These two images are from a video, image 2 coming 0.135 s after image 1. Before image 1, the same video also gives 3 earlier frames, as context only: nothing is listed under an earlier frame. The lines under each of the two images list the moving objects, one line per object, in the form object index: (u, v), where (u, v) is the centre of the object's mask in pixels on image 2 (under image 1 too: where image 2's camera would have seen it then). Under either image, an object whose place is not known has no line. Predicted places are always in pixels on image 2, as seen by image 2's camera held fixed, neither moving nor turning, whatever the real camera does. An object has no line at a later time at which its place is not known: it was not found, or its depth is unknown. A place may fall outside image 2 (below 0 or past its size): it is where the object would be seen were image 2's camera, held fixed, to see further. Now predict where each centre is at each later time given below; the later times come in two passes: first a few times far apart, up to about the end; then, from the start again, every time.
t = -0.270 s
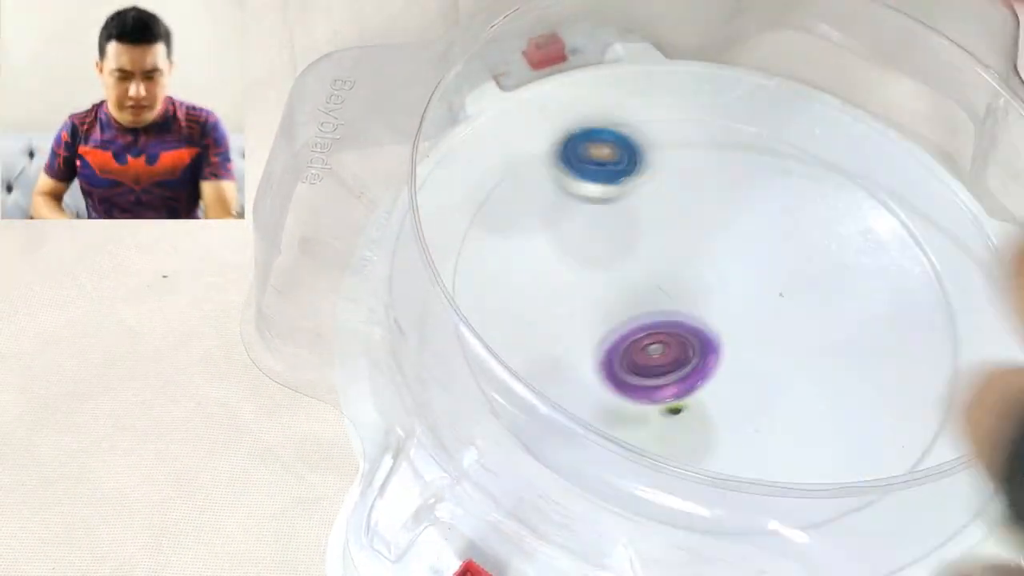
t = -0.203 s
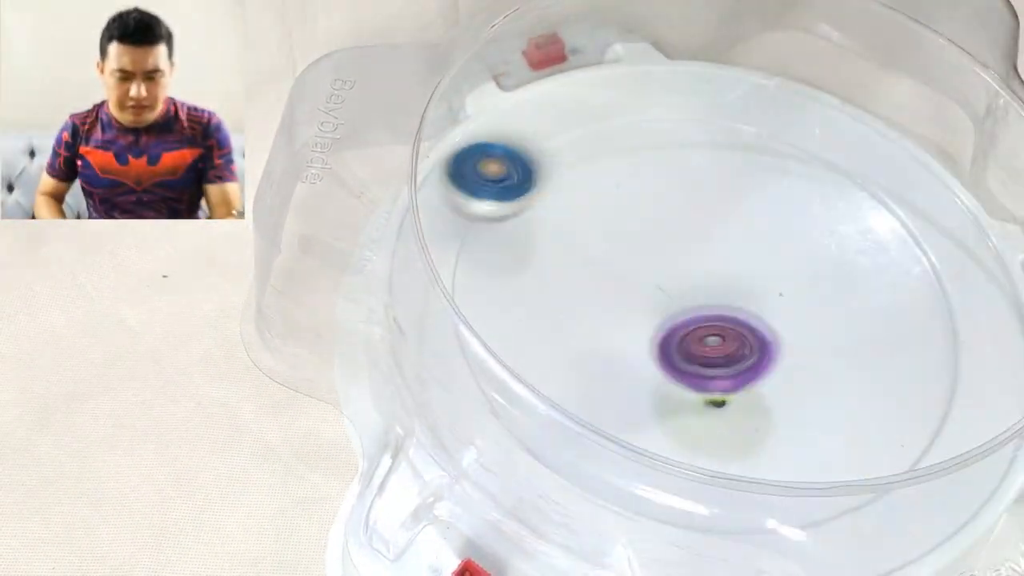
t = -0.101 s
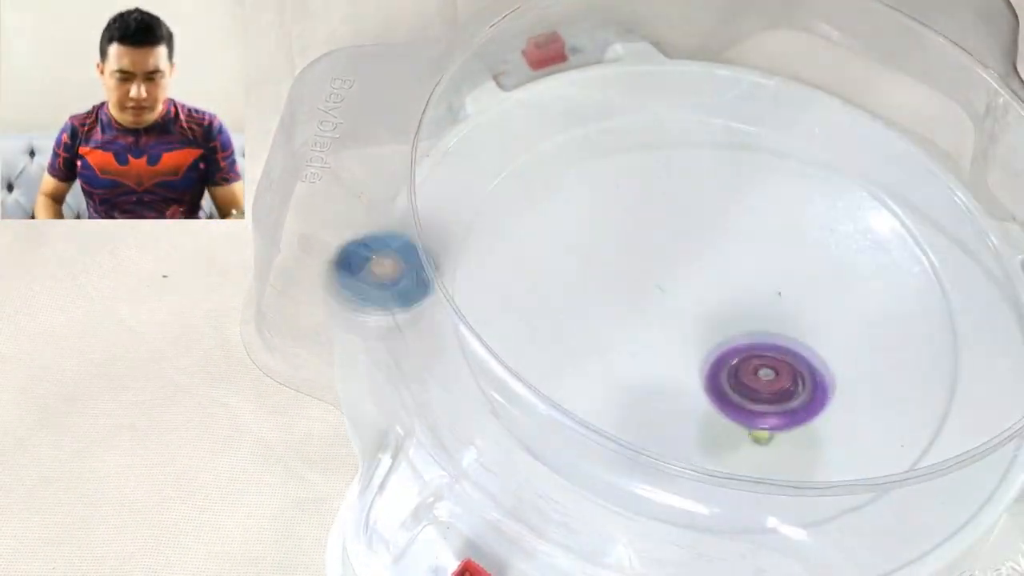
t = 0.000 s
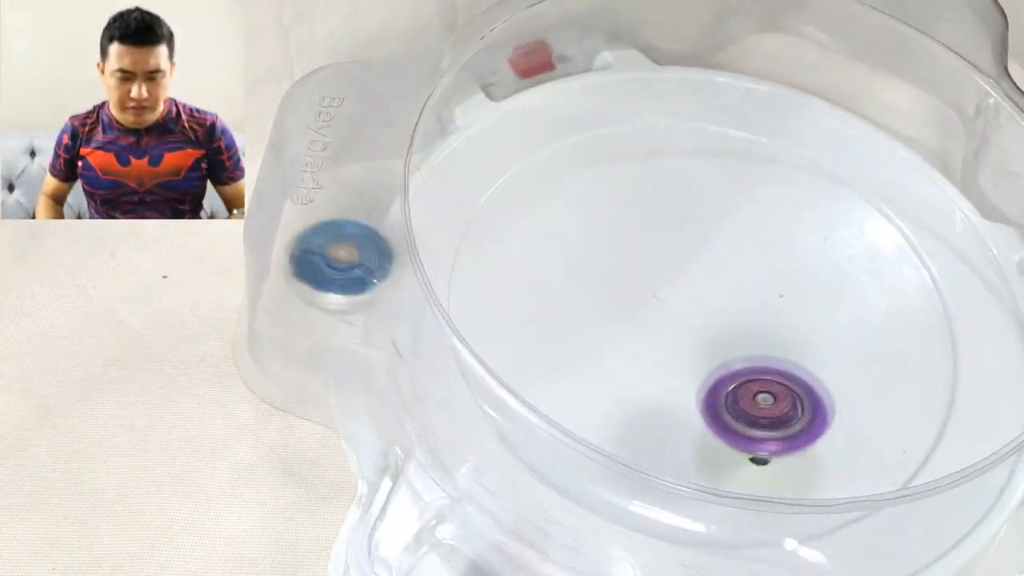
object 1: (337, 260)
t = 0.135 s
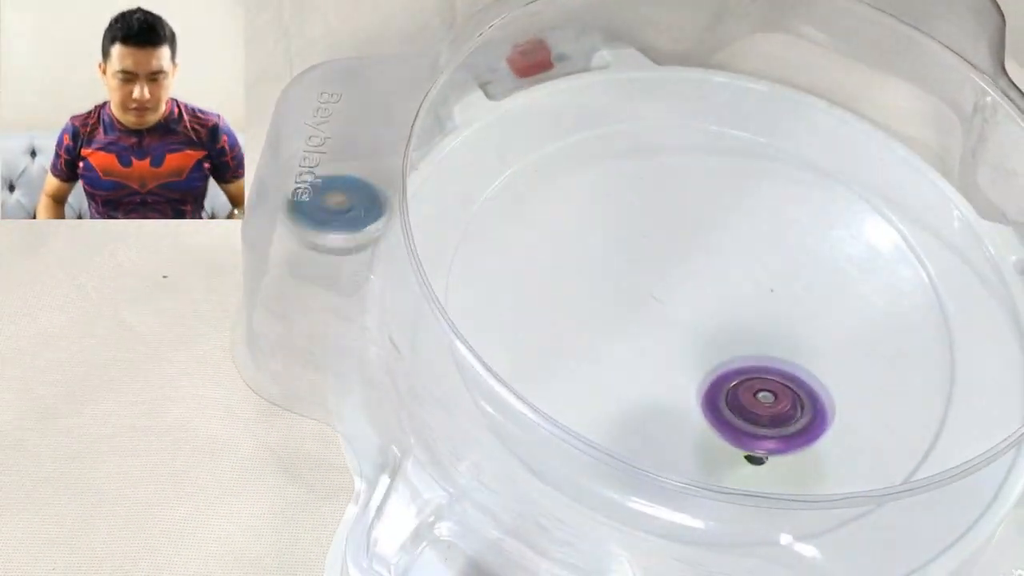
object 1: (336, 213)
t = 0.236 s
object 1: (356, 173)
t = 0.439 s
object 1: (334, 211)
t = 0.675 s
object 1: (318, 202)
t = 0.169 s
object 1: (358, 197)
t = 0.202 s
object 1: (362, 180)
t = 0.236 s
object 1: (356, 173)
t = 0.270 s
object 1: (342, 185)
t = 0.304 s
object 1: (330, 209)
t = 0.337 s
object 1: (330, 220)
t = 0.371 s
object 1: (332, 214)
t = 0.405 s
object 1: (334, 212)
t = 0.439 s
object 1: (334, 211)
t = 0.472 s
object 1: (331, 211)
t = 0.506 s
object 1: (331, 209)
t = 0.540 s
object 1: (331, 208)
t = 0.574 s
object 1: (332, 206)
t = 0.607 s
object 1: (333, 203)
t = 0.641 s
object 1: (327, 202)
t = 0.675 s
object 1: (318, 202)
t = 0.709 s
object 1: (299, 201)
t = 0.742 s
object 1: (280, 213)
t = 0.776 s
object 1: (256, 238)
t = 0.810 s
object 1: (255, 267)
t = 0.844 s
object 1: (254, 294)
